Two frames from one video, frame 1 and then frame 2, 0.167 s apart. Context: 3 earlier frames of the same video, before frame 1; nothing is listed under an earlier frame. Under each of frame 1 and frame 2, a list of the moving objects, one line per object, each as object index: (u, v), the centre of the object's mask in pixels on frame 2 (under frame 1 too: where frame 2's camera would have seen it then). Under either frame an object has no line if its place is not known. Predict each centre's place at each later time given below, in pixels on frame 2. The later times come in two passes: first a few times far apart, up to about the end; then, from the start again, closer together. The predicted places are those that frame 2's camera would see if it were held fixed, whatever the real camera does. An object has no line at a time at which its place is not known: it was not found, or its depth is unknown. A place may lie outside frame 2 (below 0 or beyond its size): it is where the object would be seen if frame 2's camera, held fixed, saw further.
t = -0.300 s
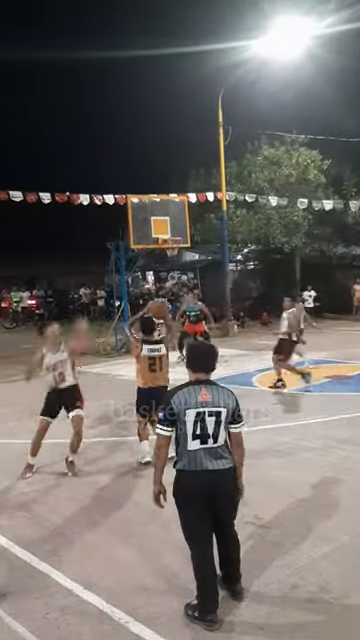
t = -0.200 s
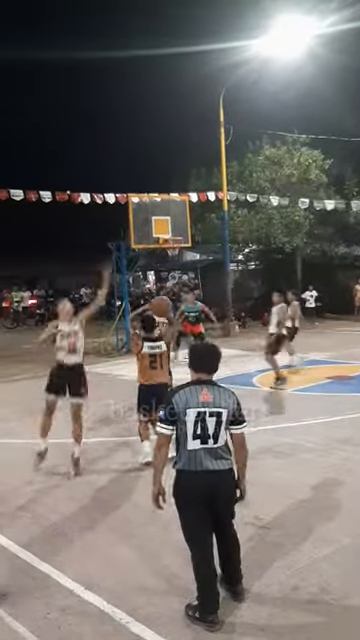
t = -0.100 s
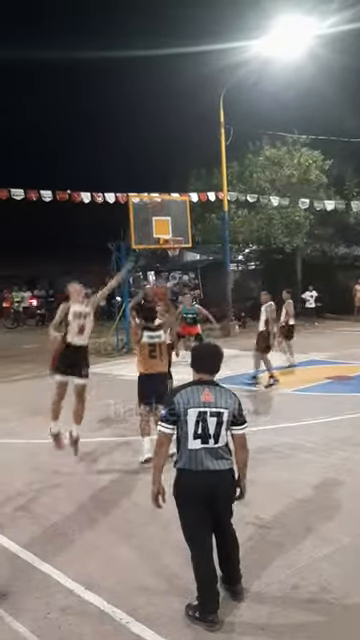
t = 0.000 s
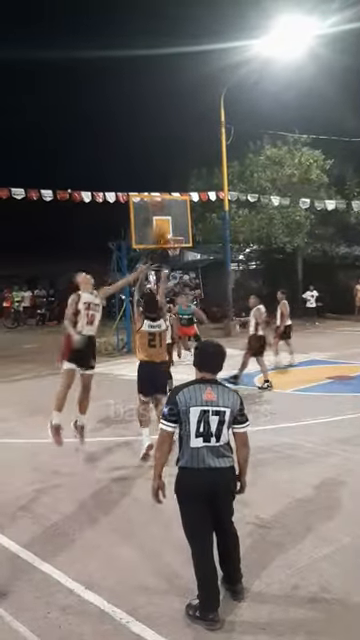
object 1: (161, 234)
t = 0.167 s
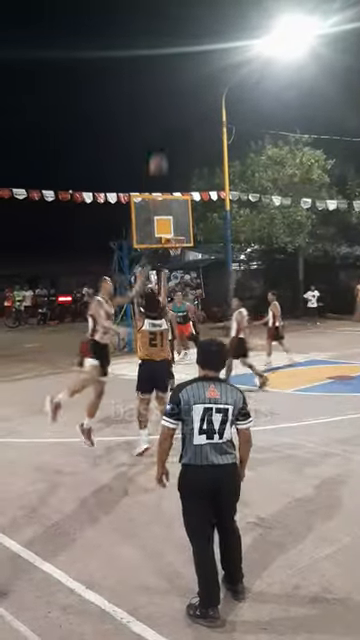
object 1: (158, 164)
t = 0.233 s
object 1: (158, 147)
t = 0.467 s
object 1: (159, 117)
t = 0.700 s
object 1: (162, 125)
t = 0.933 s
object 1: (165, 156)
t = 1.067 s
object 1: (168, 183)
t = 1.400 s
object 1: (171, 227)
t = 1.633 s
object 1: (171, 224)
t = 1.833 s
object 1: (174, 245)
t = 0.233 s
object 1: (158, 147)
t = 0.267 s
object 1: (158, 140)
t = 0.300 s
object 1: (157, 134)
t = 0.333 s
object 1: (158, 129)
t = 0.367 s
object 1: (158, 125)
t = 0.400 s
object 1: (158, 121)
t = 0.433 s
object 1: (158, 119)
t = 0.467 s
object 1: (159, 117)
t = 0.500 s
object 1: (159, 116)
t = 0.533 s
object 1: (159, 116)
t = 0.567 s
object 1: (160, 117)
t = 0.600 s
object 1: (160, 118)
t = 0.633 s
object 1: (161, 120)
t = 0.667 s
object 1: (161, 122)
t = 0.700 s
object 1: (162, 125)
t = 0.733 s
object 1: (162, 128)
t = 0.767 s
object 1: (163, 131)
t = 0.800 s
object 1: (163, 135)
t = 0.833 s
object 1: (164, 140)
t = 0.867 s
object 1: (165, 145)
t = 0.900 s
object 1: (165, 150)
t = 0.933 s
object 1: (165, 156)
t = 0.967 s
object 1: (166, 163)
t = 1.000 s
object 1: (166, 169)
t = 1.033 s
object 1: (167, 176)
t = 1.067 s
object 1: (168, 183)
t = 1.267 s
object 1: (171, 232)
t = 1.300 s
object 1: (172, 234)
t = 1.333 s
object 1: (173, 231)
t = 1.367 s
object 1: (172, 228)
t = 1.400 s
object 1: (171, 227)
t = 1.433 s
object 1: (172, 224)
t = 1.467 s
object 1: (171, 224)
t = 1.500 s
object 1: (171, 224)
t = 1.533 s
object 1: (171, 223)
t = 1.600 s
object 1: (171, 224)
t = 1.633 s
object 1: (171, 224)
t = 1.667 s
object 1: (171, 227)
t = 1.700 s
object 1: (171, 229)
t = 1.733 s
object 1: (172, 234)
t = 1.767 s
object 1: (172, 240)
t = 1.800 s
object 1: (173, 243)
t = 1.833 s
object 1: (174, 245)
